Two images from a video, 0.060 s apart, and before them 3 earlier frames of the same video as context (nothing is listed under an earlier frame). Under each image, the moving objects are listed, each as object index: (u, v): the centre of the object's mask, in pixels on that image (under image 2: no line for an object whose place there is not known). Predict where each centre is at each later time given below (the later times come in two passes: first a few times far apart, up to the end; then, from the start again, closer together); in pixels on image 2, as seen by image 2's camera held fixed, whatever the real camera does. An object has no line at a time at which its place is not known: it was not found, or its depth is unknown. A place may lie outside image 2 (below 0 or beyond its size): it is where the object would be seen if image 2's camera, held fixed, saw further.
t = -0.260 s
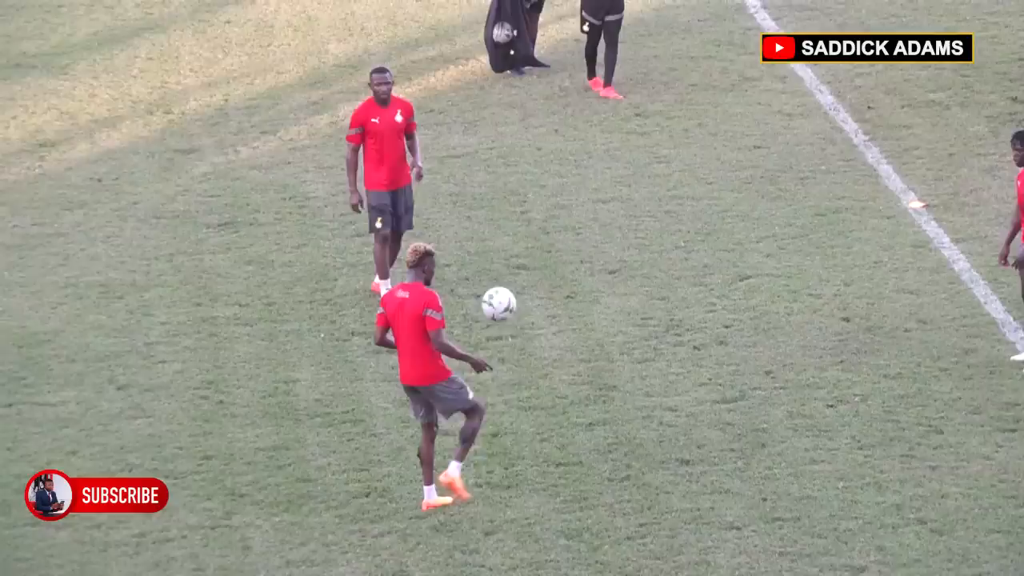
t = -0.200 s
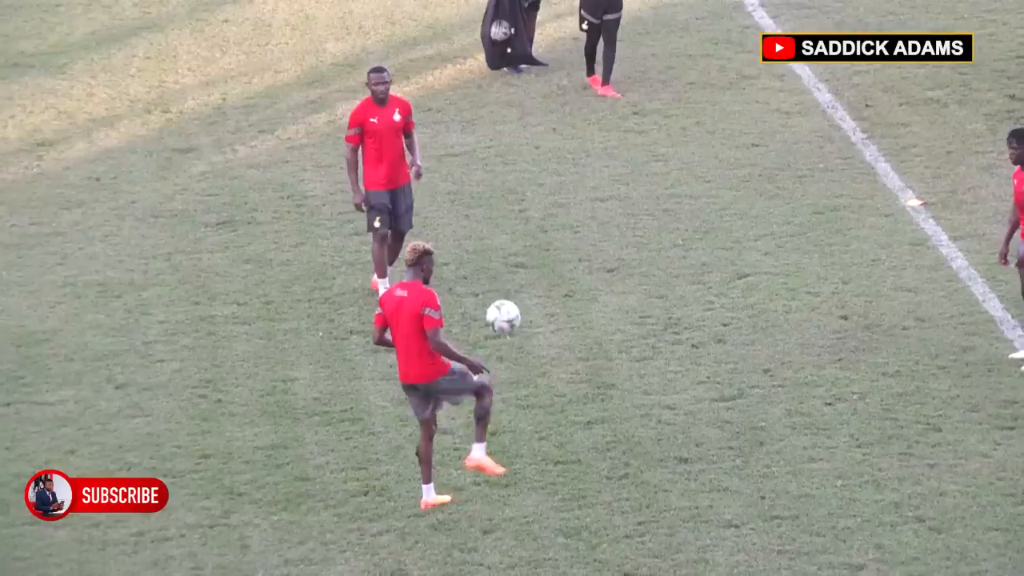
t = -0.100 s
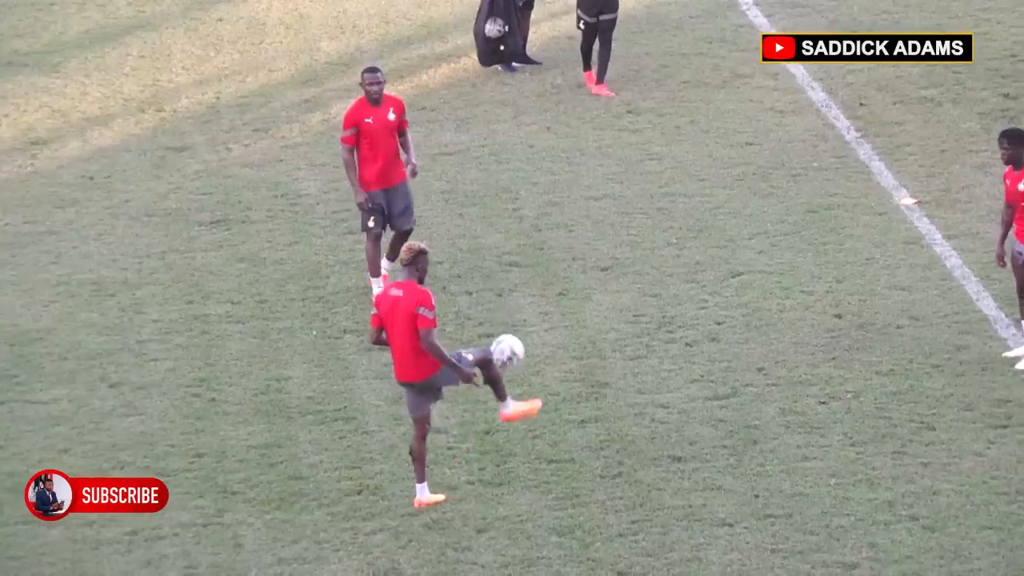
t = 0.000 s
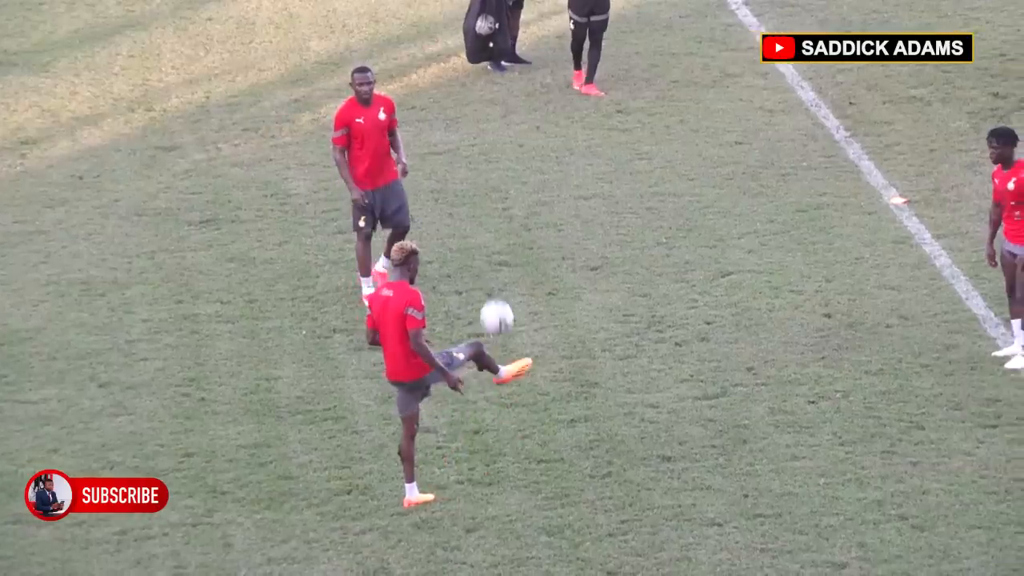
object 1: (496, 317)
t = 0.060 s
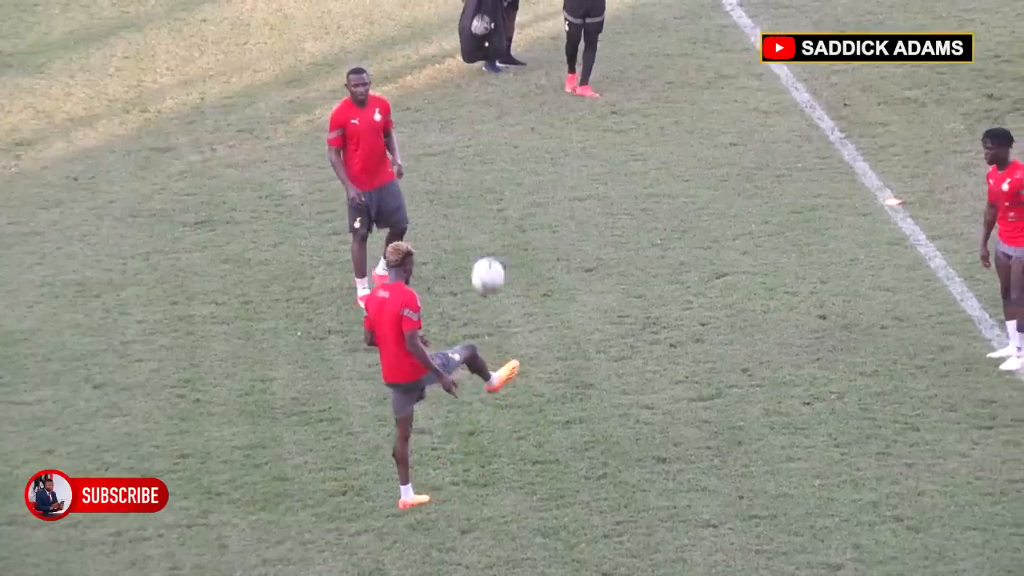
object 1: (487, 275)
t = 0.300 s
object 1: (475, 158)
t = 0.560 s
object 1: (468, 127)
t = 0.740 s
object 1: (467, 157)
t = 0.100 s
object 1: (485, 250)
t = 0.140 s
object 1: (482, 226)
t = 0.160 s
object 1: (481, 215)
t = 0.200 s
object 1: (480, 196)
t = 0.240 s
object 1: (478, 179)
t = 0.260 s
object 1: (477, 172)
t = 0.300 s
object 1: (475, 158)
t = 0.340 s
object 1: (474, 147)
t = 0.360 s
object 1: (473, 142)
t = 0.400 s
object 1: (472, 134)
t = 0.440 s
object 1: (471, 129)
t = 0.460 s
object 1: (470, 127)
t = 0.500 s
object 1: (469, 125)
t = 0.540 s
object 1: (469, 126)
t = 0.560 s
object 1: (468, 127)
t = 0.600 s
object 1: (468, 129)
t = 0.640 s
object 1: (467, 135)
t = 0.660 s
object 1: (467, 138)
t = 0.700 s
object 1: (467, 147)
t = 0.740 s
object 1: (467, 157)
